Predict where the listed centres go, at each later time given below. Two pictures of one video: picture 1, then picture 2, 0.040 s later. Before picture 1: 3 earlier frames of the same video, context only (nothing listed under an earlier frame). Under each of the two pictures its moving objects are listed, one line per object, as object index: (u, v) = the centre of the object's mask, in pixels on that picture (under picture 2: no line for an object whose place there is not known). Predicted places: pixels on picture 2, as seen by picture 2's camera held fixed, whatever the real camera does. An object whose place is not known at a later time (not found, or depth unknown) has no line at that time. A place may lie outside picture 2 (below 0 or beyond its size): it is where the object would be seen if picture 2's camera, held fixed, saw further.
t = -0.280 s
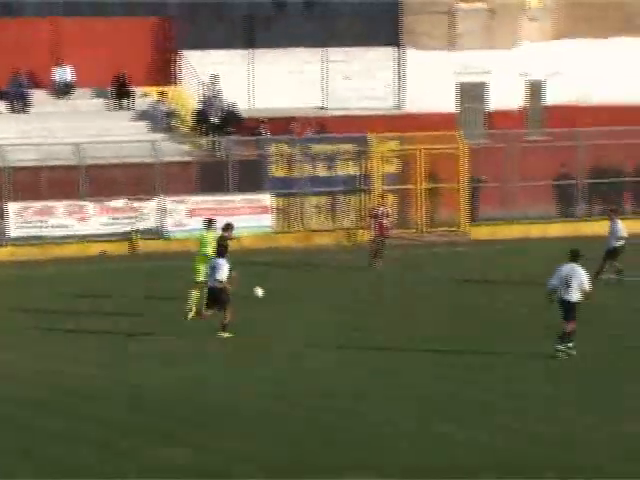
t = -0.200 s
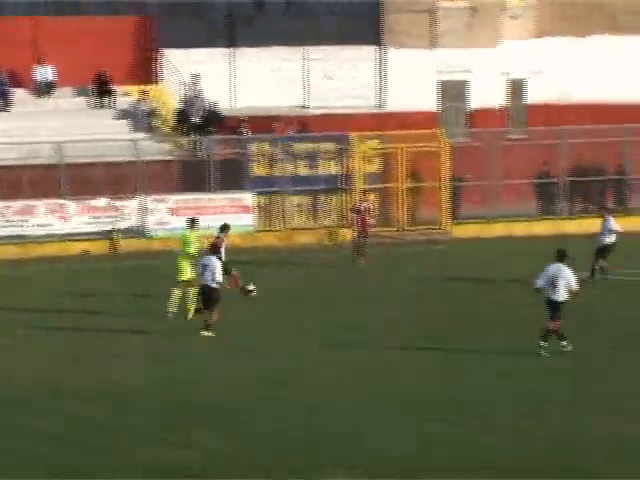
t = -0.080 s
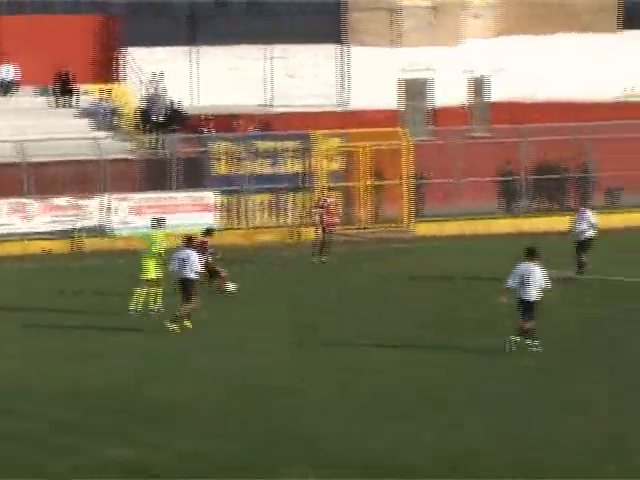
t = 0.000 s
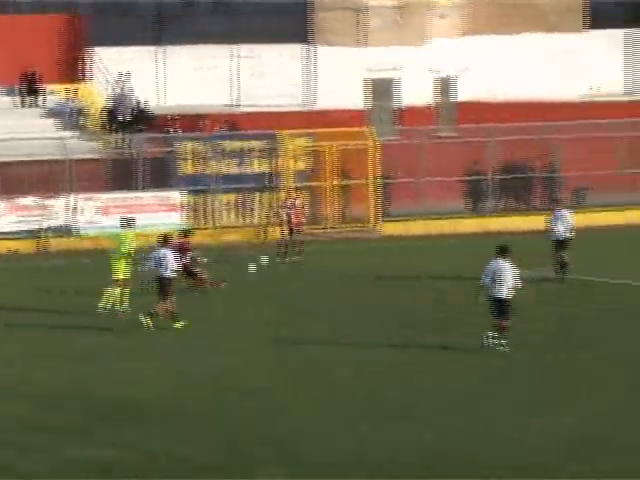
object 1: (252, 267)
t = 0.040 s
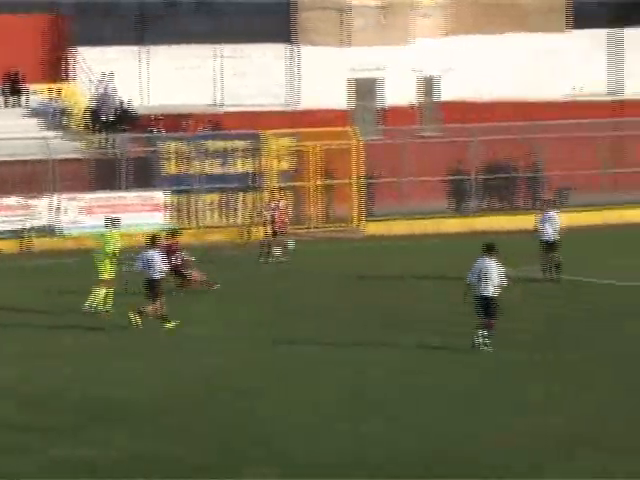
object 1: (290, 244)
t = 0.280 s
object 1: (521, 159)
